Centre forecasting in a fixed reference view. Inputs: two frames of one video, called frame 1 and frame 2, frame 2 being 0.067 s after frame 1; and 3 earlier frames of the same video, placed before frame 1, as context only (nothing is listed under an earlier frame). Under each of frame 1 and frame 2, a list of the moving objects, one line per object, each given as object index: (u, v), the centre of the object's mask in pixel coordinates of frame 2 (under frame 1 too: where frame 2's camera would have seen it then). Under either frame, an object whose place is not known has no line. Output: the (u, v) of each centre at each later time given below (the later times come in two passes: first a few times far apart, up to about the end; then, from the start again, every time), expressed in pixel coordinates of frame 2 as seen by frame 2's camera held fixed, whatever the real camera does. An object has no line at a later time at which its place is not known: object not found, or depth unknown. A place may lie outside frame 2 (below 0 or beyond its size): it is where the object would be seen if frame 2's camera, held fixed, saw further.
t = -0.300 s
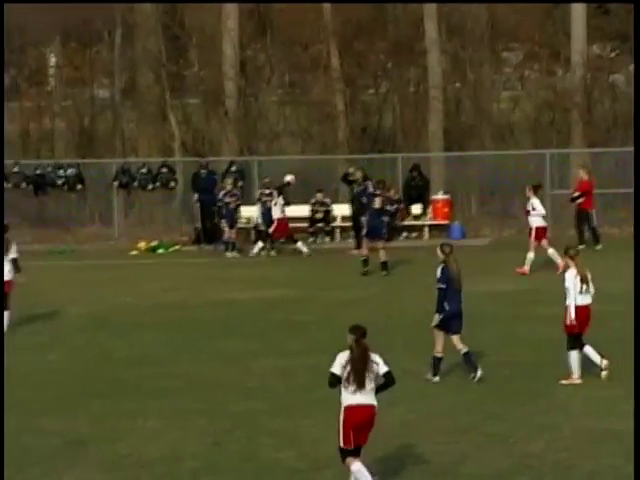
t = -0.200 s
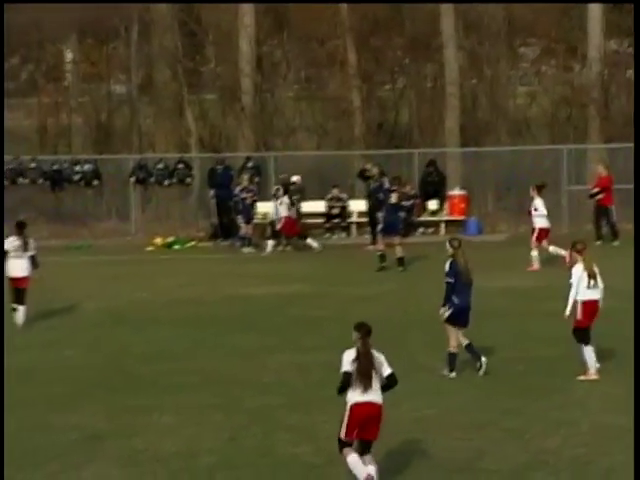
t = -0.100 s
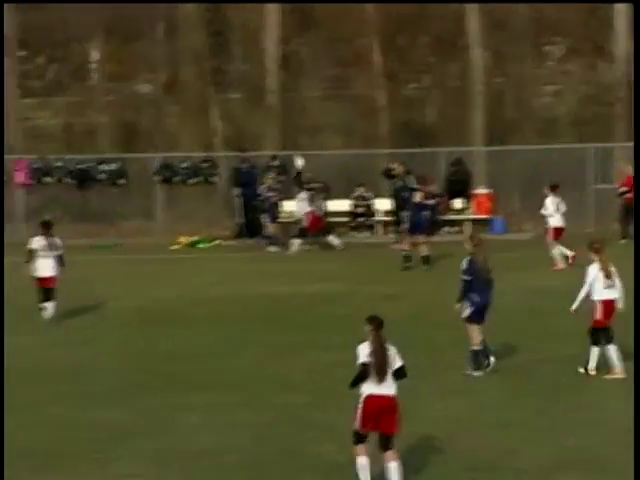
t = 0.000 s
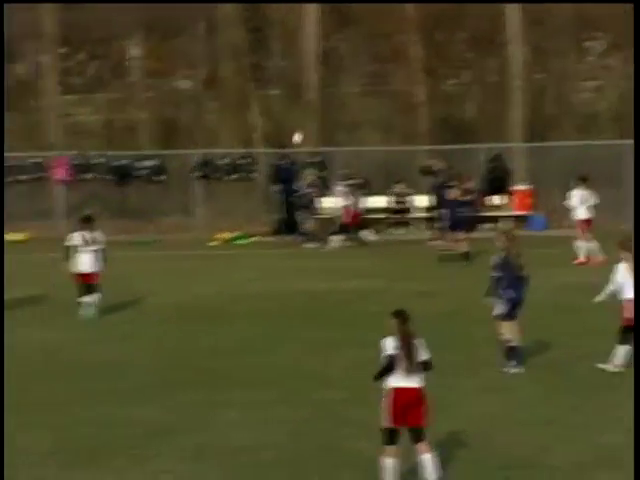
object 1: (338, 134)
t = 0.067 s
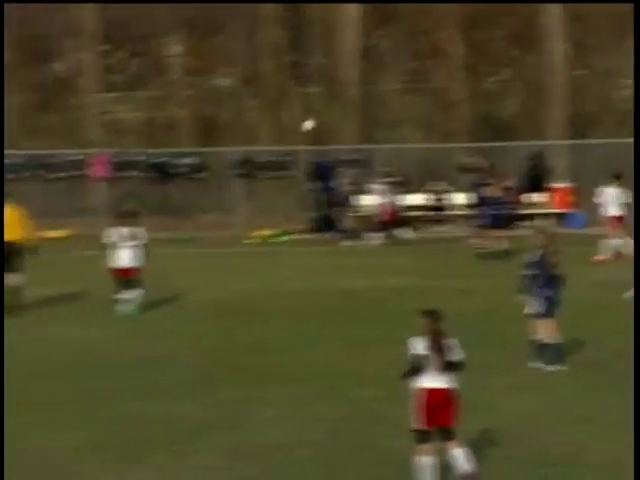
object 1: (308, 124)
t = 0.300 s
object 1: (216, 103)
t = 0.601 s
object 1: (98, 115)
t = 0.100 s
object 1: (295, 119)
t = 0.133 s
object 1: (281, 116)
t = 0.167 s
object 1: (267, 112)
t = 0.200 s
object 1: (254, 109)
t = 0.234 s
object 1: (242, 106)
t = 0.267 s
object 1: (229, 105)
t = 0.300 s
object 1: (216, 103)
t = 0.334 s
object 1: (204, 103)
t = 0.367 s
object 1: (192, 102)
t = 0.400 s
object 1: (179, 103)
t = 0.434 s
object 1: (166, 103)
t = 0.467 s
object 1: (153, 104)
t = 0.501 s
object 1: (138, 106)
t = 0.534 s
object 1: (125, 109)
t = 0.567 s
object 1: (112, 112)
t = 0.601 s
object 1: (98, 115)
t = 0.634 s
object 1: (86, 120)
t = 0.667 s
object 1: (72, 125)
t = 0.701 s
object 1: (59, 130)
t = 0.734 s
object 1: (46, 136)
